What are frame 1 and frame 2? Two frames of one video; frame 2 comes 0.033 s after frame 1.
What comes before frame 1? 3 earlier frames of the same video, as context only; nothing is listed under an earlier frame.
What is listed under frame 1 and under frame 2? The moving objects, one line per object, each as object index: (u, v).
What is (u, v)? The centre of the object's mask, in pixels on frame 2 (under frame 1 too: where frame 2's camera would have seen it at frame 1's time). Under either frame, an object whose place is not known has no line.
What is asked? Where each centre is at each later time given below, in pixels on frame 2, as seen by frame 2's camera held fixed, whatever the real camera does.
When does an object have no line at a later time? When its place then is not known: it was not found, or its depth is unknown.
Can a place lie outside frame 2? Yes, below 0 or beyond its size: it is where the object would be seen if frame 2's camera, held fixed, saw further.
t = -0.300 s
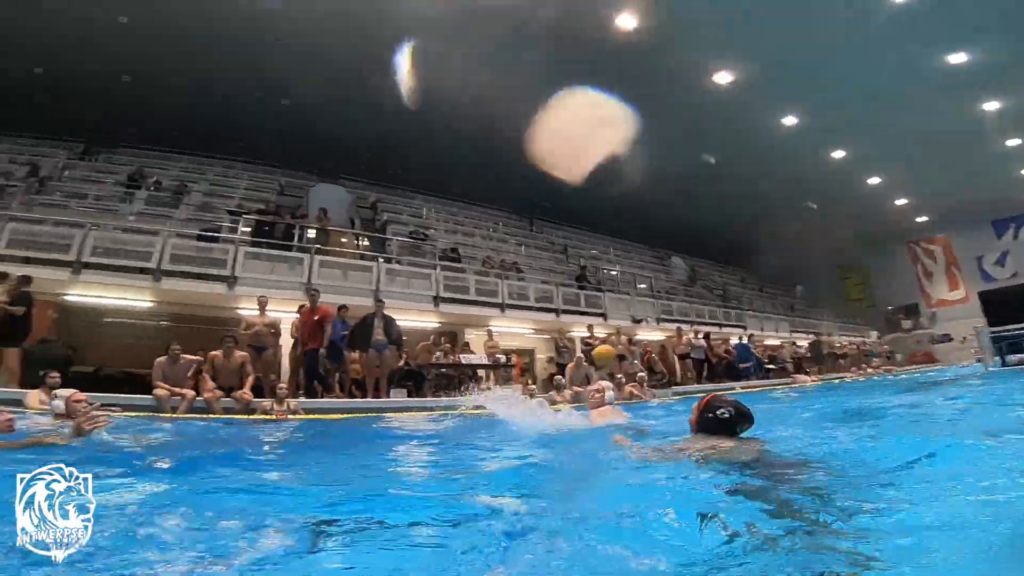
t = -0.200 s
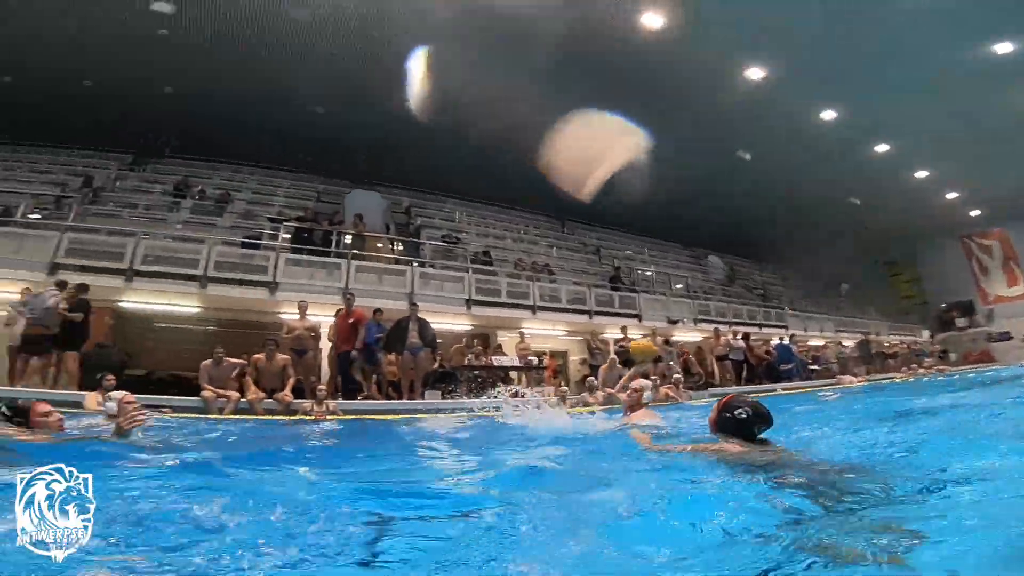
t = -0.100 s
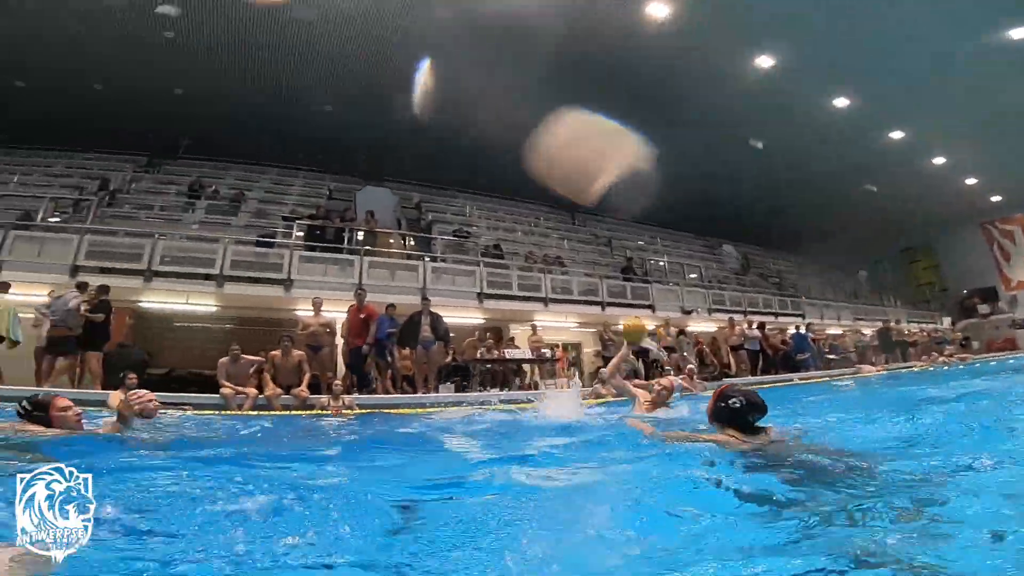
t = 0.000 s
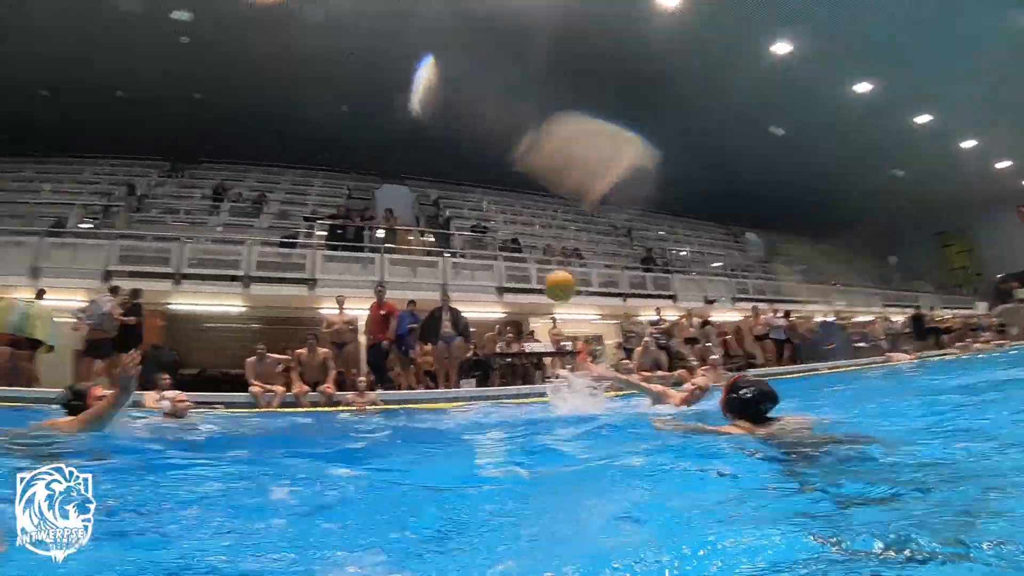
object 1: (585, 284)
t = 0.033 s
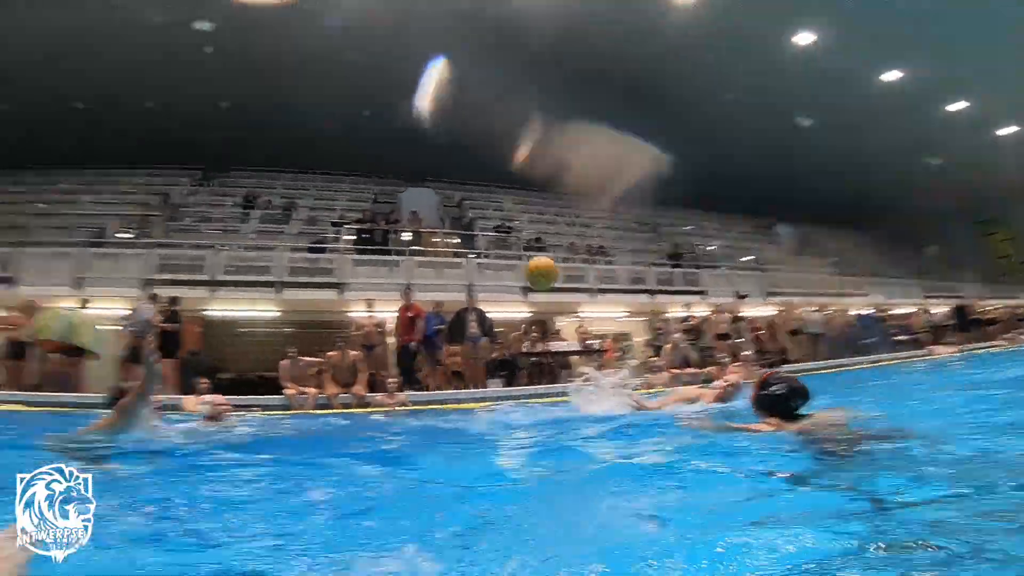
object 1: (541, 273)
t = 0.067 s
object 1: (491, 262)
